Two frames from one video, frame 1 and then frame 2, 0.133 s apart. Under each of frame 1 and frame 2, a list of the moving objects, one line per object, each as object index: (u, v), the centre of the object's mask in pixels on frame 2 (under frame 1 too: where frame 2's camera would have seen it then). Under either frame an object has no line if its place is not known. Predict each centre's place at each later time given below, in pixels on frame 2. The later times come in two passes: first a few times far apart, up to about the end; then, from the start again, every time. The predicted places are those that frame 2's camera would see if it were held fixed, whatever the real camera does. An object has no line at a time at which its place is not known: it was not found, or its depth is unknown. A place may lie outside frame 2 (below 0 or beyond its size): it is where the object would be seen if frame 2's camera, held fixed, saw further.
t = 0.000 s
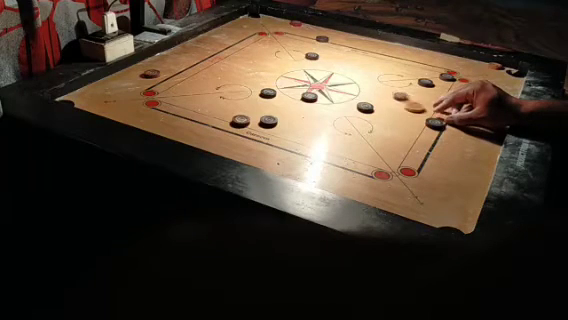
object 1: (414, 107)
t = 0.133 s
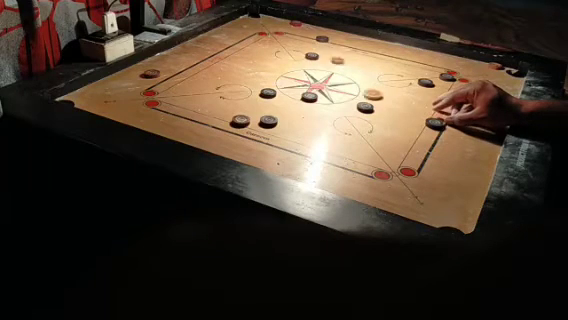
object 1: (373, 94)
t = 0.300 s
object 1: (340, 84)
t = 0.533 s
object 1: (323, 78)
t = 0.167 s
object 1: (365, 92)
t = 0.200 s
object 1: (357, 89)
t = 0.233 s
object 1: (351, 87)
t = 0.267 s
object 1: (345, 85)
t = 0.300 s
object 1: (340, 84)
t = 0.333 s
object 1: (335, 83)
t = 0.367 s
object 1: (332, 82)
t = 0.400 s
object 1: (329, 80)
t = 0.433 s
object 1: (326, 80)
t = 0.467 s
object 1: (324, 79)
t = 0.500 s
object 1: (324, 79)
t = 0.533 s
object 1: (323, 78)
